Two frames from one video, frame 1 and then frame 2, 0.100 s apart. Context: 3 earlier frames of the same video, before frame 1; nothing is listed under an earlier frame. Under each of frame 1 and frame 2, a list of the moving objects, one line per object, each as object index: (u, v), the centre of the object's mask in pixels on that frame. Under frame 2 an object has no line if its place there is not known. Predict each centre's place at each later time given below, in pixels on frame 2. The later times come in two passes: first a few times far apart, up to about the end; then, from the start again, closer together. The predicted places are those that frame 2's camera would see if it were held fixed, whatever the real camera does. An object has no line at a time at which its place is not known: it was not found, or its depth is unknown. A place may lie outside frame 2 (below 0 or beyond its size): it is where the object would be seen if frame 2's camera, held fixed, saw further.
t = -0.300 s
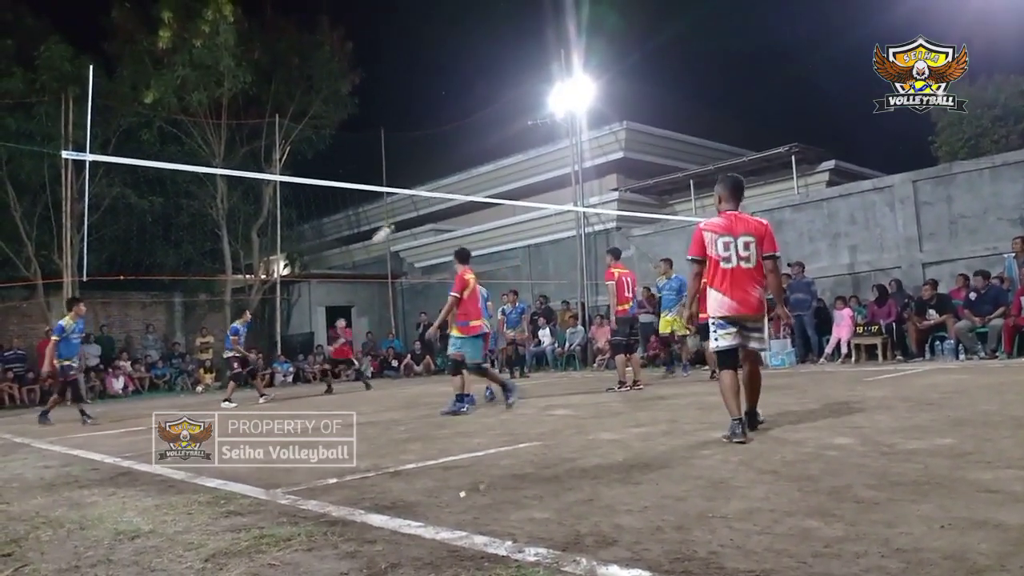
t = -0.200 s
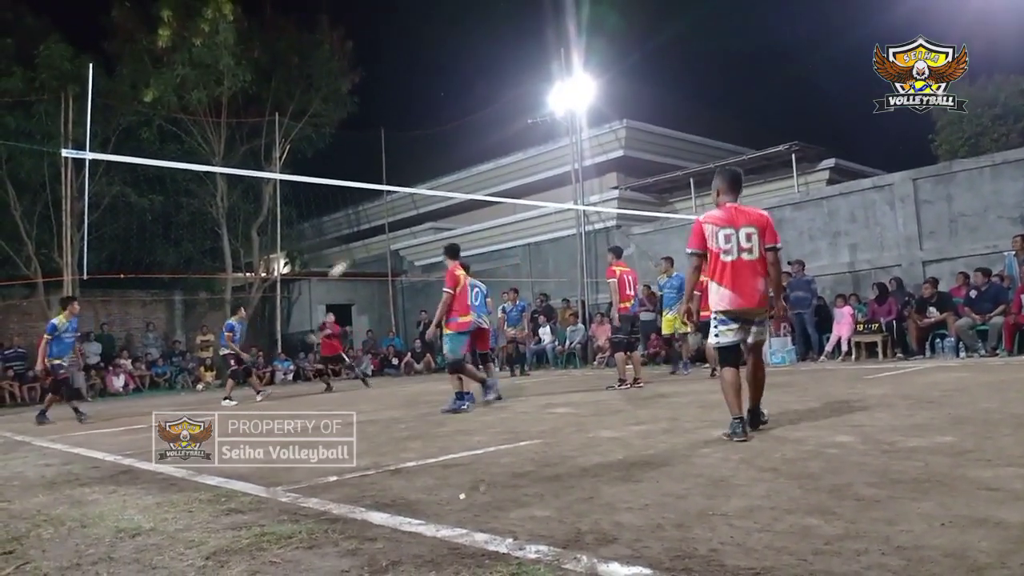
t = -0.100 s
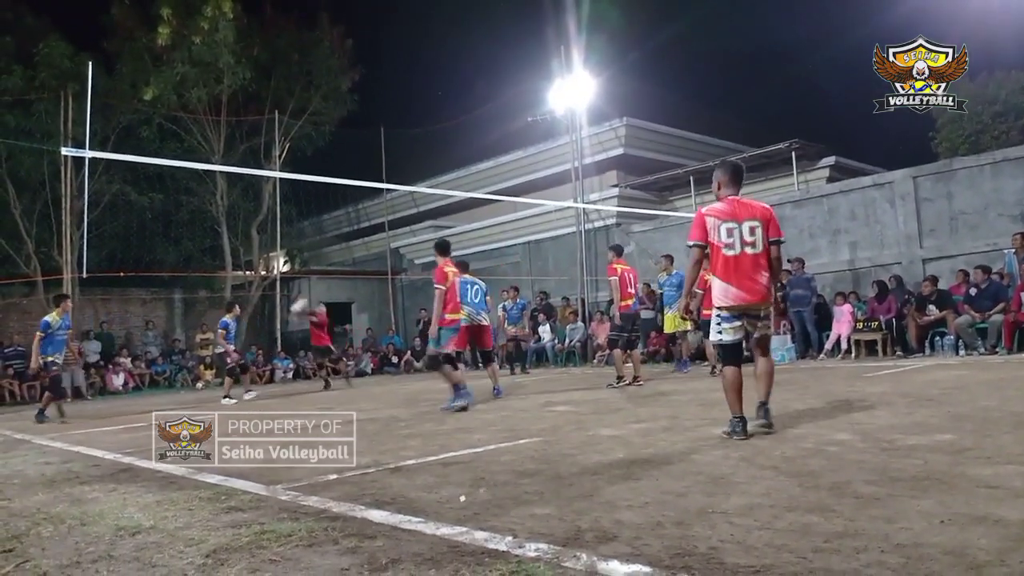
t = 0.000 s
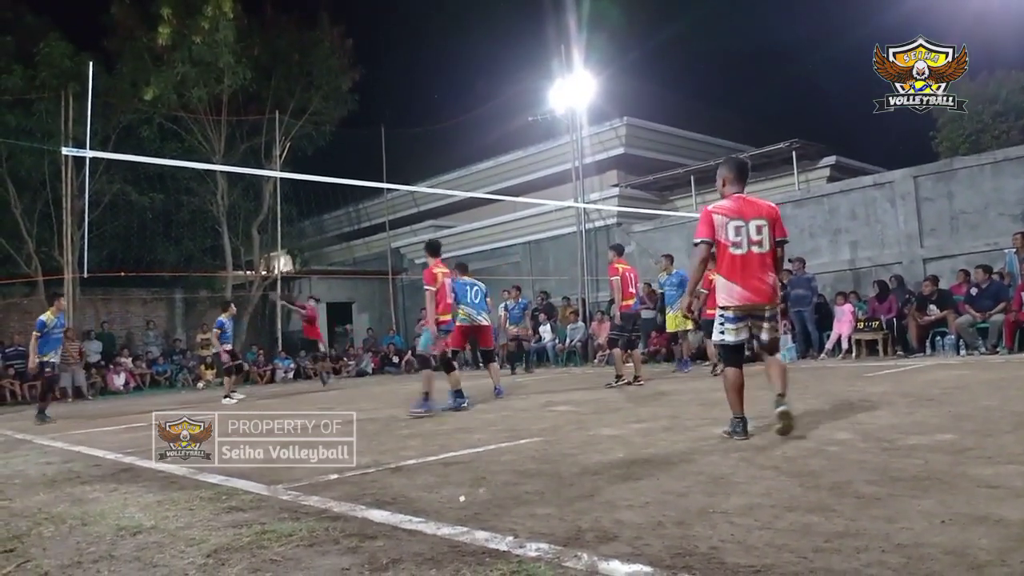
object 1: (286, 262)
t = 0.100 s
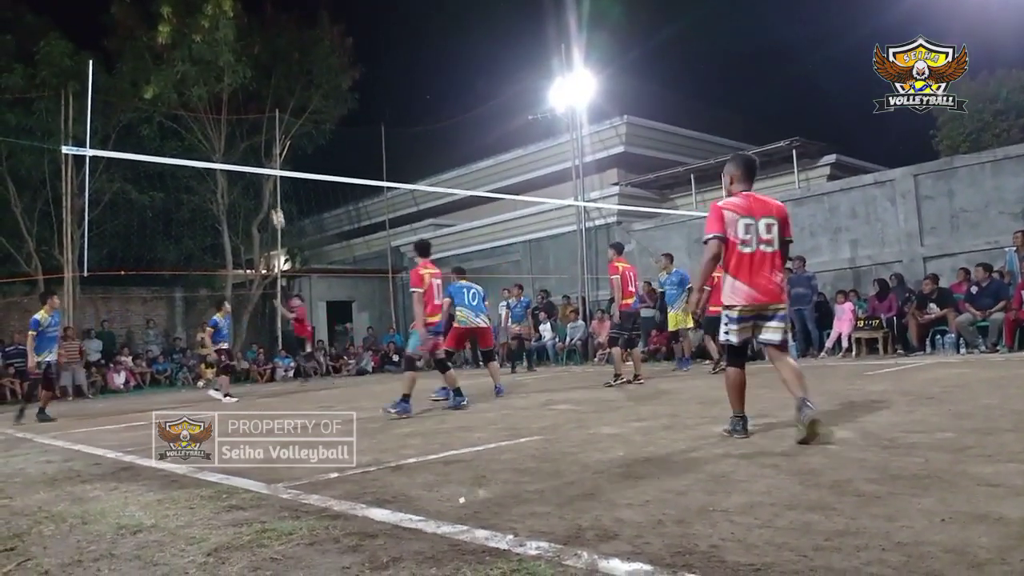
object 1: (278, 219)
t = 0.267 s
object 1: (261, 155)
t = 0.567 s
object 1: (231, 73)
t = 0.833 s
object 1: (205, 40)
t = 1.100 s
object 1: (179, 50)
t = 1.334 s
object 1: (157, 100)
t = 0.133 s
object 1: (275, 206)
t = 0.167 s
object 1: (272, 192)
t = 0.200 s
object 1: (268, 180)
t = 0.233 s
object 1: (264, 163)
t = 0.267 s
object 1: (261, 155)
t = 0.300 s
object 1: (258, 142)
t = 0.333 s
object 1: (255, 133)
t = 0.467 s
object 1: (241, 95)
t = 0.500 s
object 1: (238, 86)
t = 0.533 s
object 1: (235, 79)
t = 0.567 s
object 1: (231, 73)
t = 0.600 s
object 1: (228, 66)
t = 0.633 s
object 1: (225, 61)
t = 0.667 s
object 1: (222, 55)
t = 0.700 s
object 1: (218, 51)
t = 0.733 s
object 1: (215, 47)
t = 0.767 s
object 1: (211, 44)
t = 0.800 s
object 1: (208, 41)
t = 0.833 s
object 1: (205, 40)
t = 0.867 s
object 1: (201, 38)
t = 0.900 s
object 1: (199, 38)
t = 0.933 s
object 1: (196, 38)
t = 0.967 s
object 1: (192, 39)
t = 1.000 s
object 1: (189, 41)
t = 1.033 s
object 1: (185, 44)
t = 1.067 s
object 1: (182, 47)
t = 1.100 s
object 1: (179, 50)
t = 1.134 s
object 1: (175, 55)
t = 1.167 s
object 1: (173, 61)
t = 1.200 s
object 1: (169, 67)
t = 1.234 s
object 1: (166, 73)
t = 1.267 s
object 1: (163, 82)
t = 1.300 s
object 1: (159, 91)
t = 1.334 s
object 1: (157, 100)
